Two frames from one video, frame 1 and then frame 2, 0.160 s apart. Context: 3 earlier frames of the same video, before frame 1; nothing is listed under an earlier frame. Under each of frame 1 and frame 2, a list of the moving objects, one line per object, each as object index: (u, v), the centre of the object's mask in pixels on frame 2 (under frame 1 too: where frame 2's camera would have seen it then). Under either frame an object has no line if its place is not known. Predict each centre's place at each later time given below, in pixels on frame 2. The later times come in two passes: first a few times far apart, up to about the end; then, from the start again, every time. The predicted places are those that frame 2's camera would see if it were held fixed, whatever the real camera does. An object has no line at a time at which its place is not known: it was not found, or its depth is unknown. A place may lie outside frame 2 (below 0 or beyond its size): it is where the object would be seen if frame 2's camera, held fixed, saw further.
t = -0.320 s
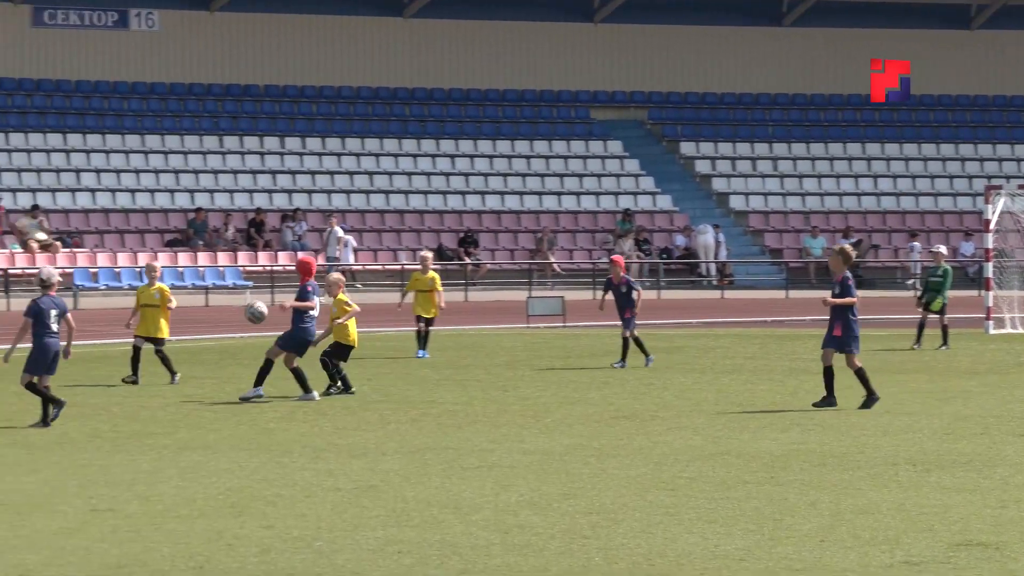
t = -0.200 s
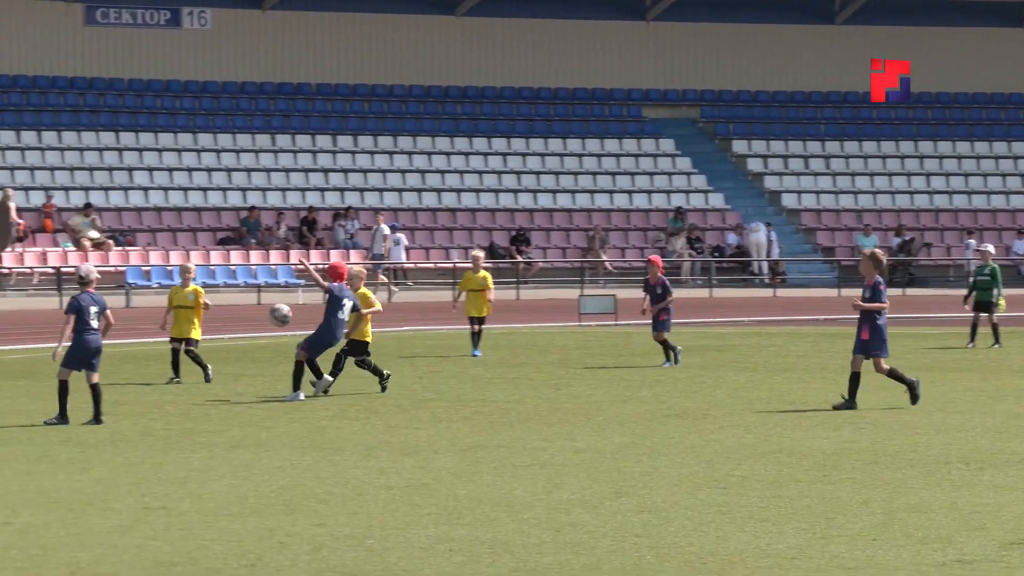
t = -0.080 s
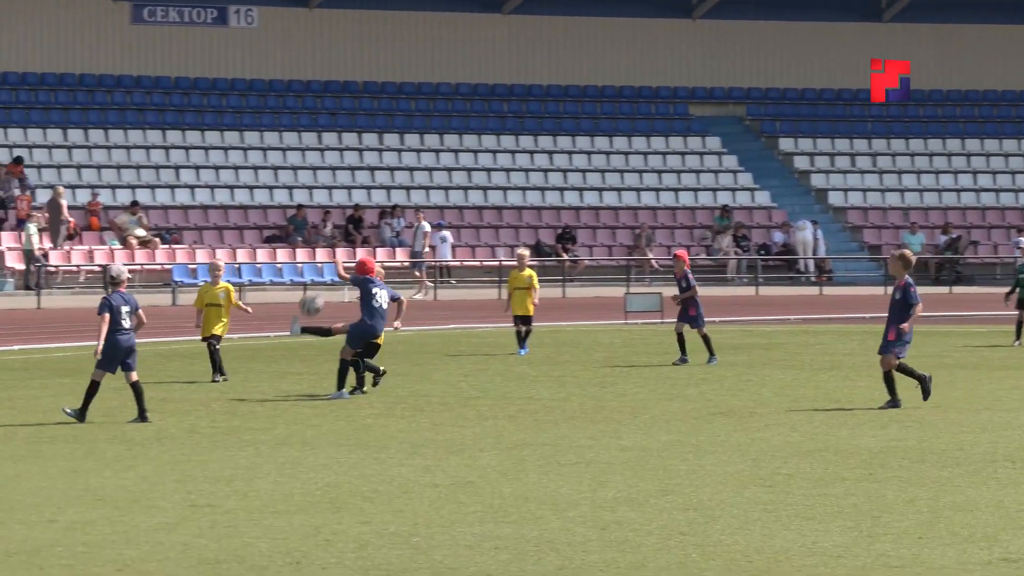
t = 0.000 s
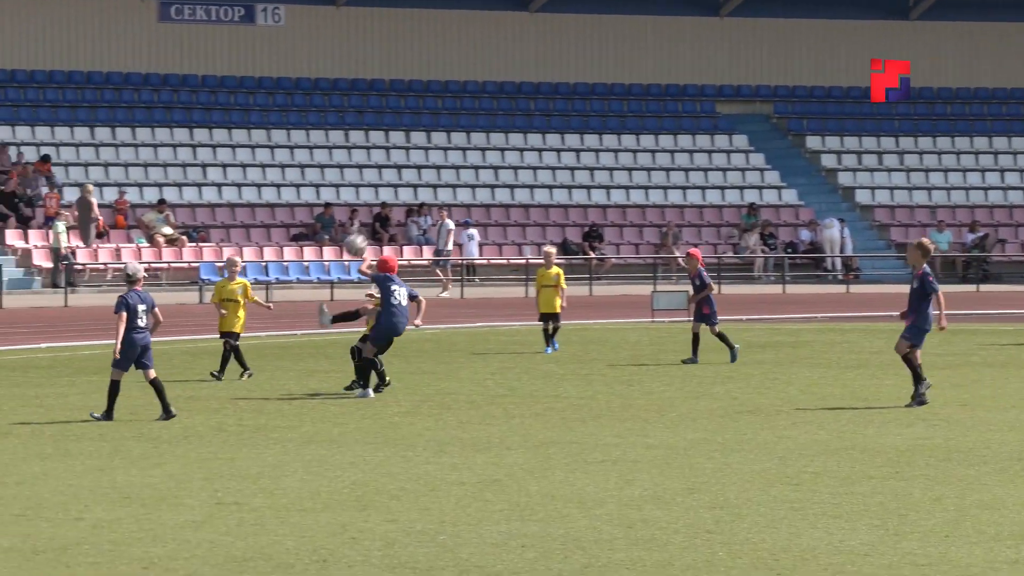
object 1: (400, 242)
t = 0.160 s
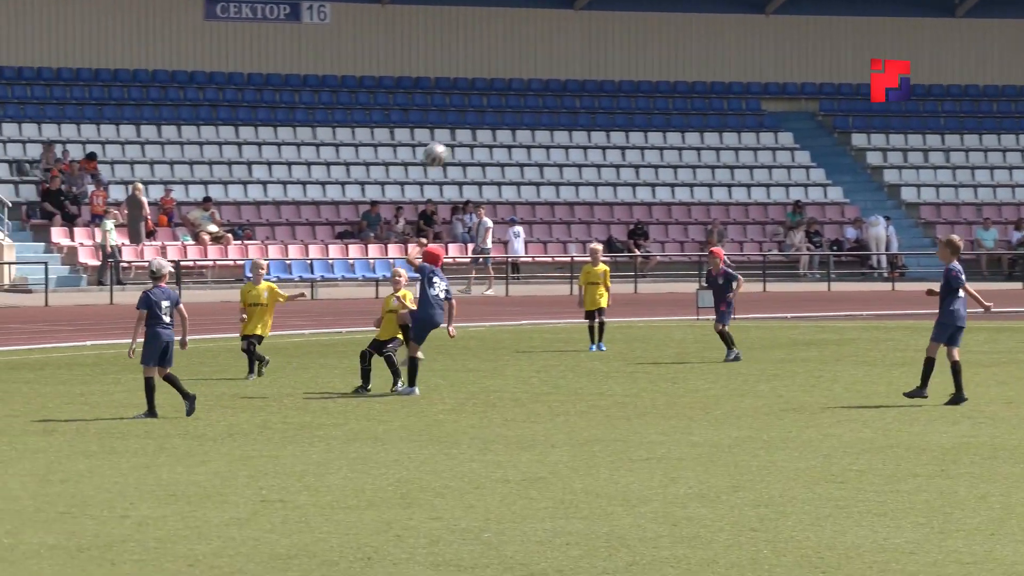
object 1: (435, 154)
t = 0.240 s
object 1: (453, 121)
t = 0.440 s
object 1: (499, 69)
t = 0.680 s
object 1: (552, 65)
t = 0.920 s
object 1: (605, 128)
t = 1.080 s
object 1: (639, 207)
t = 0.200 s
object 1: (445, 136)
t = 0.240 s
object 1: (453, 121)
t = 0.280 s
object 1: (462, 107)
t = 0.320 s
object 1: (472, 95)
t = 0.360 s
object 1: (481, 84)
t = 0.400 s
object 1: (490, 76)
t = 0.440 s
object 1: (499, 69)
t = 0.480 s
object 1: (508, 64)
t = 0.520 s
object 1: (517, 60)
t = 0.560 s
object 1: (527, 59)
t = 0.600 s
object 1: (535, 60)
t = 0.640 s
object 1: (545, 61)
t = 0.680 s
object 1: (552, 65)
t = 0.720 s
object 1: (561, 72)
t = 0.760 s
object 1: (571, 80)
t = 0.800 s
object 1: (579, 89)
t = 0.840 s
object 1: (588, 100)
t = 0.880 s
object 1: (596, 113)
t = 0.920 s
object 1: (605, 128)
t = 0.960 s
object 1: (614, 145)
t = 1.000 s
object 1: (622, 164)
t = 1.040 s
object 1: (630, 184)
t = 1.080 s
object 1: (639, 207)
